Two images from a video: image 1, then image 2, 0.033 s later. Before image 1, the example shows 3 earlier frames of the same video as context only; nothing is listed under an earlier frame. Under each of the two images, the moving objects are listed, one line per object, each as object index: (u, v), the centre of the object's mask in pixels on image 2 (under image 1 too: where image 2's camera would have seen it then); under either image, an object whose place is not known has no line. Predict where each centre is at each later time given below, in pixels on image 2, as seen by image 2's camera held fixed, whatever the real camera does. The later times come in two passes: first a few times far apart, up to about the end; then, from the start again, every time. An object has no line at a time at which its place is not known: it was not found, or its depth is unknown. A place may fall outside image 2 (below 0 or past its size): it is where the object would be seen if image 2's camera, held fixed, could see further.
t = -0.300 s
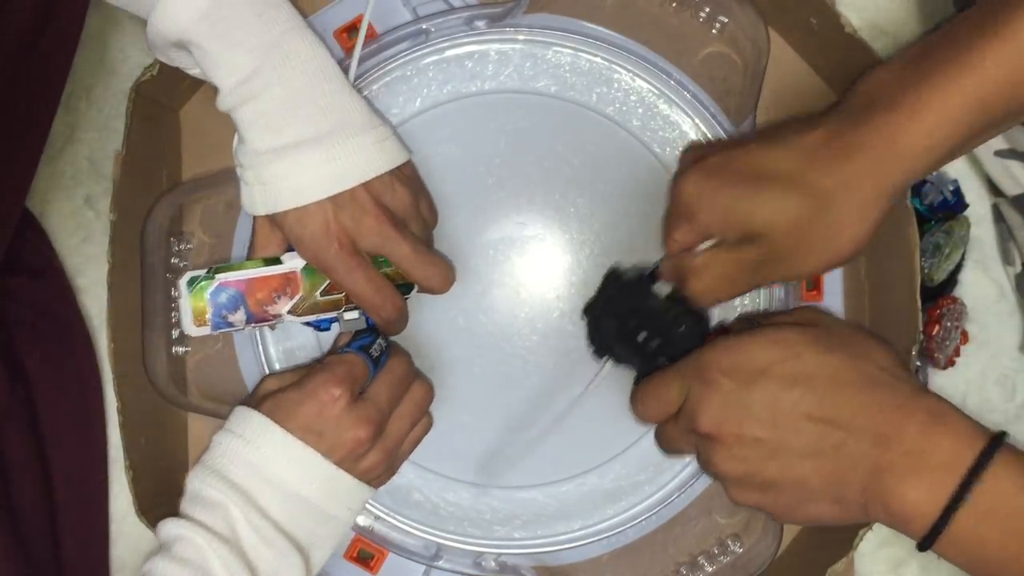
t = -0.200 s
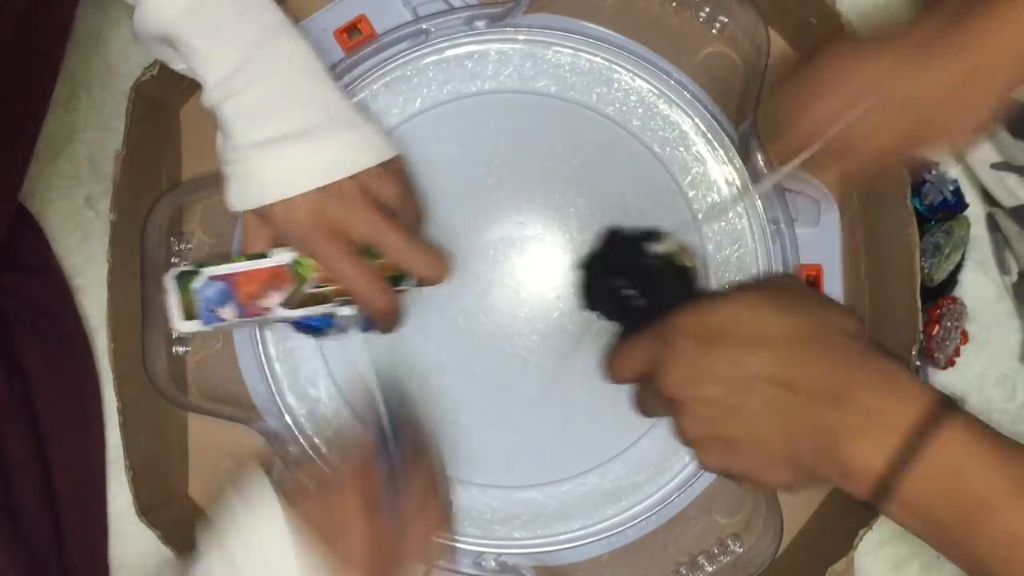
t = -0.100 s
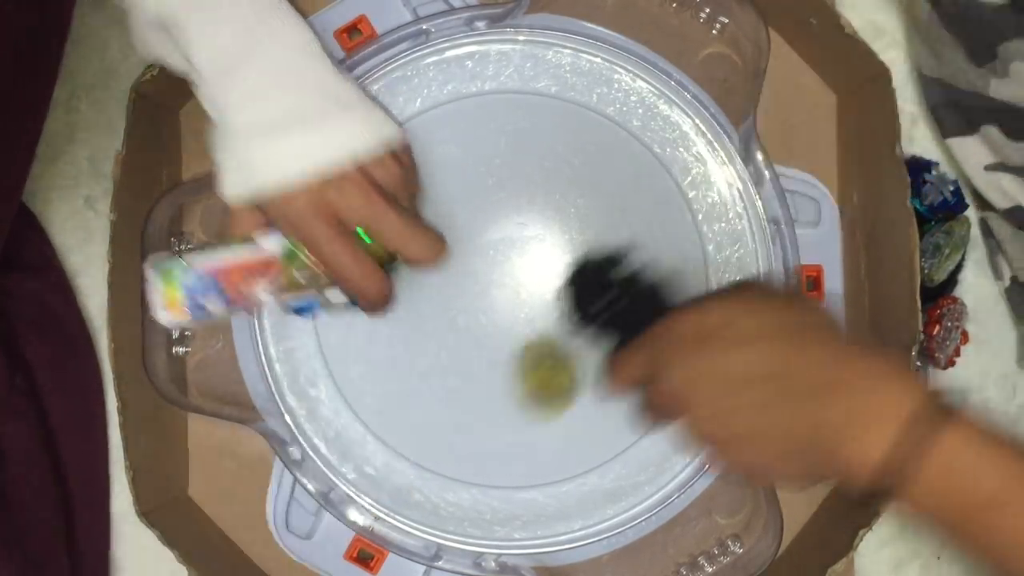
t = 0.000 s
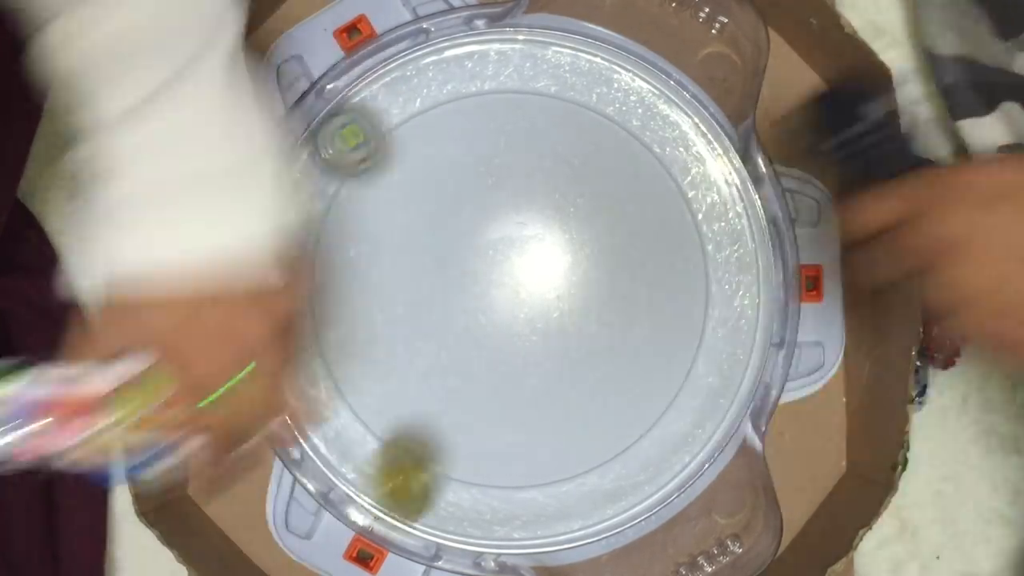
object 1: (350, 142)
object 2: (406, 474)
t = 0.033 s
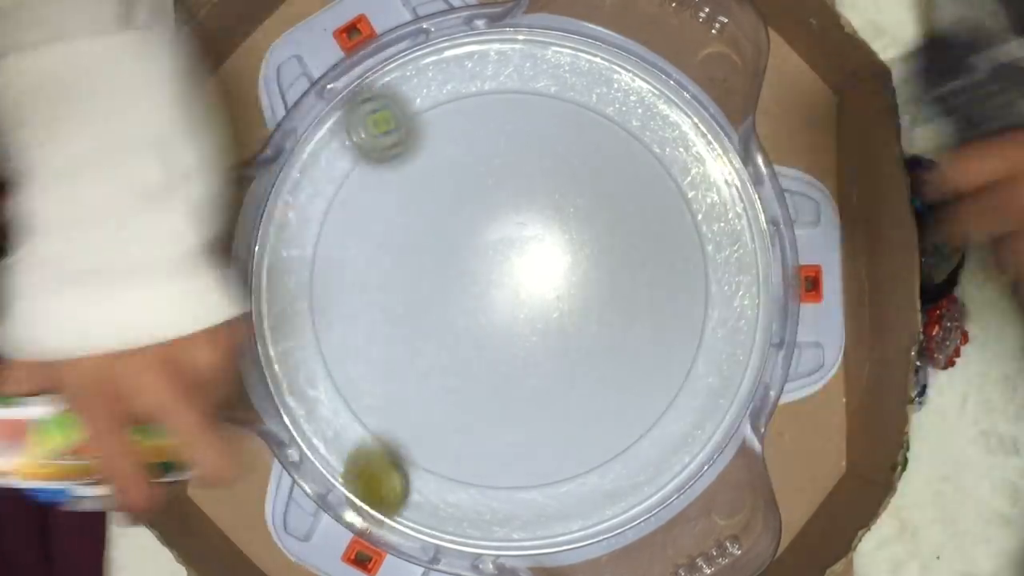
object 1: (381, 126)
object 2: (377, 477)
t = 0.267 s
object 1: (614, 199)
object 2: (452, 265)
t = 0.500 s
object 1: (650, 358)
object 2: (628, 158)
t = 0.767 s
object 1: (444, 312)
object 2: (581, 362)
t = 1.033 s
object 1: (323, 172)
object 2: (443, 489)
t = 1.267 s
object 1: (368, 163)
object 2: (421, 417)
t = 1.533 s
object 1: (487, 186)
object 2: (576, 325)
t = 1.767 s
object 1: (546, 162)
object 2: (647, 381)
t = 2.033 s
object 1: (547, 276)
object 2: (524, 371)
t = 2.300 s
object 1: (563, 313)
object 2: (357, 354)
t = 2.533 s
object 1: (564, 283)
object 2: (385, 312)
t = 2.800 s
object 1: (638, 222)
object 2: (472, 299)
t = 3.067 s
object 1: (620, 233)
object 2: (461, 320)
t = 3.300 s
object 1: (543, 311)
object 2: (415, 321)
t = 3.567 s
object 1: (583, 363)
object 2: (315, 328)
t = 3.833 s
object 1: (568, 341)
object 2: (360, 299)
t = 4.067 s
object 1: (524, 336)
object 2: (498, 237)
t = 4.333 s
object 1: (510, 444)
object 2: (592, 136)
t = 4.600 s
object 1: (547, 437)
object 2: (488, 269)
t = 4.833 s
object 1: (518, 365)
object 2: (428, 345)
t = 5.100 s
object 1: (522, 295)
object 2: (422, 268)
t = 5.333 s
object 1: (605, 327)
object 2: (405, 187)
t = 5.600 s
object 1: (623, 242)
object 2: (492, 214)
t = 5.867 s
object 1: (642, 264)
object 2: (482, 290)
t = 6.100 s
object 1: (650, 289)
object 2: (555, 348)
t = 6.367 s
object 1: (613, 304)
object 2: (570, 374)
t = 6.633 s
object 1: (540, 379)
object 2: (429, 366)
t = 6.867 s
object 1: (512, 428)
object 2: (417, 309)
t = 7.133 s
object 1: (501, 373)
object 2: (515, 271)
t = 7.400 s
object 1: (430, 278)
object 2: (536, 270)
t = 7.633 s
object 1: (393, 259)
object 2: (488, 260)
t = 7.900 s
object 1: (419, 279)
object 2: (493, 235)
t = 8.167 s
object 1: (516, 294)
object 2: (547, 214)
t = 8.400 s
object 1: (564, 287)
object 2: (586, 210)
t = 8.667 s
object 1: (537, 366)
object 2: (611, 224)
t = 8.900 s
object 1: (552, 381)
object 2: (574, 289)
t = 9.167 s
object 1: (455, 452)
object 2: (574, 205)
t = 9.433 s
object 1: (426, 400)
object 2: (503, 237)
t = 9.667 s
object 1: (404, 293)
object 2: (495, 274)
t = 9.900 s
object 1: (398, 202)
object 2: (602, 310)
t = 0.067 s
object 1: (412, 114)
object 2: (374, 454)
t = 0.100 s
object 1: (443, 115)
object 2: (379, 423)
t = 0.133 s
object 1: (480, 123)
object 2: (386, 391)
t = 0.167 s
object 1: (516, 136)
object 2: (396, 359)
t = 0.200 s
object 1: (550, 154)
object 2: (411, 327)
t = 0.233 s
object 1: (586, 175)
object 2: (429, 296)
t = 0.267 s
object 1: (614, 199)
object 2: (452, 265)
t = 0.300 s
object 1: (638, 225)
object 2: (479, 236)
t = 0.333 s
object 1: (657, 252)
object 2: (505, 211)
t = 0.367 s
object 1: (668, 279)
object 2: (533, 191)
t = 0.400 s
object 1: (673, 304)
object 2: (561, 174)
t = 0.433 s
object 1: (672, 326)
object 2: (586, 164)
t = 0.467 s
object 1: (664, 345)
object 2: (608, 157)
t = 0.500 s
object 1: (650, 358)
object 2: (628, 158)
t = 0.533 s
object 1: (632, 367)
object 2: (640, 167)
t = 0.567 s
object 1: (608, 372)
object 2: (640, 184)
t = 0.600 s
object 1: (583, 372)
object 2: (638, 208)
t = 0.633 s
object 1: (557, 368)
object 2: (632, 234)
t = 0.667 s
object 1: (528, 359)
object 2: (624, 264)
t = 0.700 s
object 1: (498, 347)
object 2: (612, 296)
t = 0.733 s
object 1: (470, 332)
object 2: (598, 328)
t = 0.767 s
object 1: (444, 312)
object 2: (581, 362)
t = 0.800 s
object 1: (420, 293)
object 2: (564, 391)
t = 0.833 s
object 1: (398, 270)
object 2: (544, 419)
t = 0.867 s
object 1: (376, 249)
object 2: (525, 444)
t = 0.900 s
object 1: (356, 226)
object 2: (506, 463)
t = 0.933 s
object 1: (338, 207)
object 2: (487, 477)
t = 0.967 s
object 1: (330, 194)
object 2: (471, 486)
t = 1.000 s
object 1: (324, 181)
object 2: (456, 489)
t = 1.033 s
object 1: (323, 172)
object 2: (443, 489)
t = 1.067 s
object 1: (323, 165)
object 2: (433, 486)
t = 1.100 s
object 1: (324, 160)
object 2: (423, 481)
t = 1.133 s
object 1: (331, 157)
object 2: (417, 473)
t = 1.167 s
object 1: (338, 156)
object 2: (413, 463)
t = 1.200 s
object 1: (347, 156)
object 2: (413, 450)
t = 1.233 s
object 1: (356, 158)
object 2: (415, 434)
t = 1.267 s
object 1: (368, 163)
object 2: (421, 417)
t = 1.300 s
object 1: (384, 174)
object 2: (430, 396)
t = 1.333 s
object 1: (400, 185)
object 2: (441, 375)
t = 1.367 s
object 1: (418, 198)
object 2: (456, 349)
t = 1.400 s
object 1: (438, 213)
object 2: (471, 327)
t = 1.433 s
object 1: (457, 227)
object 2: (489, 305)
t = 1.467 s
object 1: (468, 214)
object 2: (519, 310)
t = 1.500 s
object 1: (478, 199)
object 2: (547, 317)
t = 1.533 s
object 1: (487, 186)
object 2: (576, 325)
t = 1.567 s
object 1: (497, 174)
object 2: (600, 333)
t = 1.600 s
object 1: (507, 165)
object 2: (618, 342)
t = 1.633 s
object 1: (517, 159)
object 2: (633, 351)
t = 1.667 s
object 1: (526, 155)
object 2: (644, 360)
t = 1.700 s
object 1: (534, 155)
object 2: (650, 368)
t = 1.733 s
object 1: (540, 157)
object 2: (650, 375)
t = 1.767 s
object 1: (546, 162)
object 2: (647, 381)
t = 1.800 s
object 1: (549, 171)
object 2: (640, 386)
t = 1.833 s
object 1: (552, 181)
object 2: (630, 389)
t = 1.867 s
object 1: (553, 193)
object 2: (616, 389)
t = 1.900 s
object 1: (553, 208)
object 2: (601, 388)
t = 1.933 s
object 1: (552, 223)
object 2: (583, 386)
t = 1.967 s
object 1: (550, 240)
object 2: (564, 382)
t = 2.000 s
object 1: (549, 258)
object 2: (545, 377)
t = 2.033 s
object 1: (547, 276)
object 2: (524, 371)
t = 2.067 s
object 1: (543, 293)
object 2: (502, 365)
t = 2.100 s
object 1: (546, 302)
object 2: (478, 365)
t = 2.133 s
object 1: (550, 306)
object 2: (450, 366)
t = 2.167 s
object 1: (554, 309)
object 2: (425, 365)
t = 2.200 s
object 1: (557, 312)
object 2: (404, 364)
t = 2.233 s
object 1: (560, 313)
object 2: (384, 362)
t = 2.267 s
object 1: (562, 313)
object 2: (369, 358)
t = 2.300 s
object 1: (563, 313)
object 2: (357, 354)
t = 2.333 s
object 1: (565, 312)
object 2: (349, 348)
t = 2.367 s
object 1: (566, 308)
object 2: (345, 343)
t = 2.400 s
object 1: (566, 306)
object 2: (345, 337)
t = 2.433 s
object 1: (567, 300)
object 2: (349, 331)
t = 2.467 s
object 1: (567, 294)
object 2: (358, 324)
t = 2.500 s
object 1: (565, 290)
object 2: (370, 319)
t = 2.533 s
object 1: (564, 283)
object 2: (385, 312)
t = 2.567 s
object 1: (561, 277)
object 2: (403, 307)
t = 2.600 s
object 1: (559, 271)
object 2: (422, 301)
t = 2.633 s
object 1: (557, 266)
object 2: (444, 296)
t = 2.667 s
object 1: (556, 260)
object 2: (469, 292)
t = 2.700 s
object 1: (564, 251)
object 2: (481, 290)
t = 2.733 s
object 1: (590, 241)
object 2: (478, 293)
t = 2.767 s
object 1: (614, 232)
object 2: (475, 296)
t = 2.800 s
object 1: (638, 222)
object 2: (472, 299)
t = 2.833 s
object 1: (658, 214)
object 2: (469, 303)
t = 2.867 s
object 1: (675, 206)
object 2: (466, 306)
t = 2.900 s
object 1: (676, 205)
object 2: (463, 309)
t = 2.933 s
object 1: (671, 207)
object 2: (462, 312)
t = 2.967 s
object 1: (662, 210)
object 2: (461, 315)
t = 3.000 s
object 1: (652, 216)
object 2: (461, 317)
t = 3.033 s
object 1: (637, 224)
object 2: (461, 319)
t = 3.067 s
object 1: (620, 233)
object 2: (461, 320)
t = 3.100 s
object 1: (604, 242)
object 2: (462, 320)
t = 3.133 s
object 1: (587, 253)
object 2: (463, 320)
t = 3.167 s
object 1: (570, 264)
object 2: (463, 319)
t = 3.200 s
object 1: (550, 278)
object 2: (462, 317)
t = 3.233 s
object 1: (534, 292)
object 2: (458, 316)
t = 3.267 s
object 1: (538, 302)
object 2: (437, 318)
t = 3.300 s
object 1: (543, 311)
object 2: (415, 321)
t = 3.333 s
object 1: (549, 320)
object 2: (394, 323)
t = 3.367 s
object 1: (554, 329)
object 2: (374, 324)
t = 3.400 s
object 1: (560, 337)
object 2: (356, 325)
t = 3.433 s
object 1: (567, 345)
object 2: (339, 327)
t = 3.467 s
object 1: (572, 351)
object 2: (326, 328)
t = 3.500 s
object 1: (576, 357)
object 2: (319, 329)
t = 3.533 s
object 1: (580, 361)
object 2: (316, 329)
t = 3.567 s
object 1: (583, 363)
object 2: (315, 328)
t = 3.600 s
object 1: (585, 364)
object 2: (314, 328)
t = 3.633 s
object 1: (585, 363)
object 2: (314, 326)
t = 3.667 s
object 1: (585, 361)
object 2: (315, 323)
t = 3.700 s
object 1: (584, 358)
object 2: (317, 319)
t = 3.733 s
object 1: (581, 355)
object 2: (322, 315)
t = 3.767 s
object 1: (578, 350)
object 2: (332, 310)
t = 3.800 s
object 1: (573, 345)
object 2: (345, 305)
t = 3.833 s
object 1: (568, 341)
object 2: (360, 299)
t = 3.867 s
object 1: (562, 336)
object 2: (378, 293)
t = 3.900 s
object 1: (556, 331)
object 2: (395, 287)
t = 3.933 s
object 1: (550, 328)
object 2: (414, 280)
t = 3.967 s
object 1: (542, 326)
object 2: (435, 273)
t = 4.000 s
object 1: (535, 324)
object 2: (457, 265)
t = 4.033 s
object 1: (527, 323)
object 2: (480, 258)
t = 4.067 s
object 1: (524, 336)
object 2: (498, 237)
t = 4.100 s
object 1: (521, 352)
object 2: (516, 215)
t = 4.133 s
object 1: (516, 369)
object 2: (534, 196)
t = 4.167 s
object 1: (513, 384)
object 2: (550, 178)
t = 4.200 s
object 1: (510, 399)
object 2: (566, 162)
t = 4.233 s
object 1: (508, 413)
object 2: (578, 150)
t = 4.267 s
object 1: (507, 425)
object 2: (587, 141)
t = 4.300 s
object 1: (508, 436)
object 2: (593, 135)
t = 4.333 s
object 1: (510, 444)
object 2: (592, 136)
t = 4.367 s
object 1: (514, 449)
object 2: (587, 143)
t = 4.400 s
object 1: (519, 453)
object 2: (577, 154)
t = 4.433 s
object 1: (523, 454)
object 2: (566, 167)
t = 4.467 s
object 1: (528, 453)
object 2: (553, 184)
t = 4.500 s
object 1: (534, 452)
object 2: (538, 204)
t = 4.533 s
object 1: (539, 448)
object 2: (521, 224)
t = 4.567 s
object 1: (544, 443)
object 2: (505, 247)
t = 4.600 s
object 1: (547, 437)
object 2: (488, 269)
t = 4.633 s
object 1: (549, 429)
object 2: (473, 288)
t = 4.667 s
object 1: (549, 419)
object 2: (461, 307)
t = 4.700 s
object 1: (544, 408)
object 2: (451, 322)
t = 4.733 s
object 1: (537, 396)
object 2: (444, 335)
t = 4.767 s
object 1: (527, 383)
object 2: (440, 344)
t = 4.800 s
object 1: (517, 371)
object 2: (440, 349)
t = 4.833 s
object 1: (518, 365)
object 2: (428, 345)
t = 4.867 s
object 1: (531, 361)
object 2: (412, 333)
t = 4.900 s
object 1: (541, 356)
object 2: (402, 321)
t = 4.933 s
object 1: (547, 349)
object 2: (397, 309)
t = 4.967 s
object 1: (549, 339)
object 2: (397, 299)
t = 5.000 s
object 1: (547, 328)
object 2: (399, 290)
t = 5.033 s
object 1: (541, 316)
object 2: (405, 281)
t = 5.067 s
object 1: (533, 305)
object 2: (413, 274)
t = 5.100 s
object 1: (522, 295)
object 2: (422, 268)
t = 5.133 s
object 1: (509, 284)
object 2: (432, 263)
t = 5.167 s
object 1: (518, 292)
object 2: (427, 249)
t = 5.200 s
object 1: (539, 304)
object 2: (414, 230)
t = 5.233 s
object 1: (555, 315)
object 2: (405, 214)
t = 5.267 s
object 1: (574, 323)
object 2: (401, 201)
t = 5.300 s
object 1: (591, 327)
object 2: (402, 193)
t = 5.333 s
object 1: (605, 327)
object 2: (405, 187)
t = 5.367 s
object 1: (615, 325)
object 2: (412, 183)
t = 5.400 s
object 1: (626, 318)
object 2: (420, 182)
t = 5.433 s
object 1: (636, 309)
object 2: (430, 182)
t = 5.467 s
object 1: (640, 299)
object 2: (440, 185)
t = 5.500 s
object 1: (644, 284)
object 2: (452, 189)
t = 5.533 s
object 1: (641, 269)
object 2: (464, 196)
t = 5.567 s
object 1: (635, 256)
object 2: (479, 205)
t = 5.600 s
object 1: (623, 242)
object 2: (492, 214)
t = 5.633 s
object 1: (607, 233)
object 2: (506, 225)
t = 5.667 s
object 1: (594, 229)
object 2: (516, 235)
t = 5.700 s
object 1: (604, 234)
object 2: (505, 243)
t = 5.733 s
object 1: (614, 239)
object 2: (494, 251)
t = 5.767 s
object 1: (623, 246)
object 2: (487, 260)
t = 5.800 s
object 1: (631, 252)
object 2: (483, 269)
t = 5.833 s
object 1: (636, 259)
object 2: (482, 279)
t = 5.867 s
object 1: (642, 264)
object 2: (482, 290)
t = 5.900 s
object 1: (646, 268)
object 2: (487, 301)
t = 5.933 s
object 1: (648, 273)
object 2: (494, 310)
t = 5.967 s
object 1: (650, 277)
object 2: (503, 320)
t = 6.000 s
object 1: (650, 281)
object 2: (514, 329)
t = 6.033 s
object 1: (650, 283)
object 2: (526, 337)
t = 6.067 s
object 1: (650, 286)
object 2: (541, 343)
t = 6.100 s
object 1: (650, 289)
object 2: (555, 348)
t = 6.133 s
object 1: (649, 293)
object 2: (570, 351)
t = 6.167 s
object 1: (647, 296)
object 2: (584, 352)
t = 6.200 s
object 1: (646, 296)
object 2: (591, 356)
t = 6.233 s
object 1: (645, 296)
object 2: (594, 359)
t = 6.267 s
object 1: (639, 297)
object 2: (594, 361)
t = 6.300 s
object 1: (633, 298)
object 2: (589, 366)
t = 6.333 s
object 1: (624, 300)
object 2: (580, 371)
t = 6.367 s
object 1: (613, 304)
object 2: (570, 374)
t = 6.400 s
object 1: (601, 311)
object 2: (559, 376)
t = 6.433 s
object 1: (593, 318)
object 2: (539, 377)
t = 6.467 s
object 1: (585, 326)
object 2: (517, 379)
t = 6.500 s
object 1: (576, 335)
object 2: (496, 379)
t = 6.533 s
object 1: (566, 346)
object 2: (476, 377)
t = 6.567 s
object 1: (557, 356)
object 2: (458, 375)
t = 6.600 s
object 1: (548, 368)
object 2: (442, 371)
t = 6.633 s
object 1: (540, 379)
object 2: (429, 366)
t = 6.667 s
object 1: (532, 388)
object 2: (418, 359)
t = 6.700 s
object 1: (526, 399)
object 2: (411, 352)
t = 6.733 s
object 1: (521, 407)
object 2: (406, 343)
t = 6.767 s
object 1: (518, 413)
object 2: (405, 335)
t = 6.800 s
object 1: (514, 420)
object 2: (406, 326)
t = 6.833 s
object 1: (513, 424)
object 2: (411, 317)
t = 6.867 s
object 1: (512, 428)
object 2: (417, 309)
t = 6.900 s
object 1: (513, 430)
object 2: (426, 300)
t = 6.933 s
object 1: (513, 430)
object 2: (436, 294)
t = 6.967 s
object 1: (514, 428)
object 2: (449, 288)
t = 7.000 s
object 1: (515, 421)
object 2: (462, 282)
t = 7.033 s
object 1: (514, 411)
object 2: (476, 278)
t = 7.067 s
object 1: (511, 400)
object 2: (489, 275)
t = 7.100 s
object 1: (507, 386)
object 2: (502, 272)
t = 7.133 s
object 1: (501, 373)
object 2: (515, 271)
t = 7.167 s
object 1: (493, 359)
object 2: (526, 270)
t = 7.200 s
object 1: (483, 344)
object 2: (535, 269)
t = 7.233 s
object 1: (474, 331)
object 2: (543, 270)
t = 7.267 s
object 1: (464, 318)
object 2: (547, 270)
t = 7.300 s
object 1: (455, 306)
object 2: (549, 270)
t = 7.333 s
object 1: (446, 296)
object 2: (548, 270)
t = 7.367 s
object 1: (438, 286)
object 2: (543, 271)
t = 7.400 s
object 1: (430, 278)
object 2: (536, 270)
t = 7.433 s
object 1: (423, 273)
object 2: (528, 270)
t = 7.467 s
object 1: (417, 268)
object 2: (520, 269)
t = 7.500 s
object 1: (410, 265)
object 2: (513, 268)
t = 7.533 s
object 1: (406, 262)
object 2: (504, 266)
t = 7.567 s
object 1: (401, 260)
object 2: (499, 264)
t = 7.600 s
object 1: (396, 259)
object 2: (492, 262)
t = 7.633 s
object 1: (393, 259)
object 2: (488, 260)
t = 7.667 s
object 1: (390, 259)
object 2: (484, 258)
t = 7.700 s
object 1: (387, 260)
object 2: (481, 255)
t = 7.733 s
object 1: (388, 261)
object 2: (479, 252)
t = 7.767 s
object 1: (392, 264)
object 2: (478, 249)
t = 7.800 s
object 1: (398, 267)
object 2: (478, 245)
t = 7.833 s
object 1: (405, 271)
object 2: (481, 242)
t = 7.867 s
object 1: (410, 275)
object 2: (487, 238)
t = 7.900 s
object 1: (419, 279)
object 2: (493, 235)
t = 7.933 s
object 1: (430, 282)
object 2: (498, 233)
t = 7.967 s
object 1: (443, 284)
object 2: (503, 232)
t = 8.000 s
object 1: (455, 287)
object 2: (510, 229)
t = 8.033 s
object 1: (466, 290)
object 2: (519, 225)
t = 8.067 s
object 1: (479, 291)
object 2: (526, 223)
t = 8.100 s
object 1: (494, 290)
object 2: (532, 222)
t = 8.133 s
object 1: (505, 293)
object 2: (540, 217)
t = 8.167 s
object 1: (516, 294)
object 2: (547, 214)
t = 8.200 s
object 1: (529, 293)
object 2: (553, 212)
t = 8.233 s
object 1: (538, 291)
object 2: (559, 211)
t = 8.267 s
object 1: (547, 287)
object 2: (565, 211)
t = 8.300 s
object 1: (552, 289)
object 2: (571, 208)
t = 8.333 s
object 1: (558, 290)
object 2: (577, 207)
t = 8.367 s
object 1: (562, 289)
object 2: (582, 208)
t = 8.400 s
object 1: (564, 287)
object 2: (586, 210)
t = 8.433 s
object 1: (565, 289)
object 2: (591, 212)
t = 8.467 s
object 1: (558, 301)
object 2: (599, 205)
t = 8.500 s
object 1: (550, 314)
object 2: (604, 203)
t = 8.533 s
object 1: (545, 325)
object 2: (608, 204)
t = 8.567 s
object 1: (541, 337)
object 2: (610, 207)
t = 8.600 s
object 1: (539, 348)
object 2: (611, 211)
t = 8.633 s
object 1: (537, 358)
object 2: (612, 217)
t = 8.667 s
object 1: (537, 366)
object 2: (611, 224)
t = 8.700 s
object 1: (538, 373)
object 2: (608, 231)
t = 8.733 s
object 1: (541, 380)
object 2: (604, 241)
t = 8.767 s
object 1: (543, 385)
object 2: (600, 250)
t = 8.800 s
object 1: (546, 387)
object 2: (595, 260)
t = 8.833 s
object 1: (549, 387)
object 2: (589, 271)
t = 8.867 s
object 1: (551, 385)
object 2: (582, 279)
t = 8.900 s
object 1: (552, 381)
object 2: (574, 289)
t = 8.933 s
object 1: (551, 375)
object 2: (566, 297)
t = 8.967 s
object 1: (532, 395)
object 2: (574, 279)
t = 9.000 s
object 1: (513, 413)
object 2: (580, 256)
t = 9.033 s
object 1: (496, 427)
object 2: (586, 237)
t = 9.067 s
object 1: (482, 438)
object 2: (587, 223)
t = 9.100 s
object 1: (471, 445)
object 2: (586, 212)
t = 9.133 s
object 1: (462, 450)
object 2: (581, 207)
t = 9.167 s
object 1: (455, 452)
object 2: (574, 205)
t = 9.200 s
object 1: (449, 452)
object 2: (565, 205)
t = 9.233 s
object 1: (444, 450)
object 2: (555, 207)
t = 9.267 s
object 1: (439, 446)
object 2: (545, 210)
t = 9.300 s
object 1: (436, 440)
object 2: (536, 215)
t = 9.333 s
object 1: (434, 432)
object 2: (527, 220)
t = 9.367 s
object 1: (431, 423)
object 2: (518, 226)
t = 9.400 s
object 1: (428, 412)
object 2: (510, 231)
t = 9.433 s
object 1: (426, 400)
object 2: (503, 237)
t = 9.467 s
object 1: (424, 387)
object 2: (497, 243)
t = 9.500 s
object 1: (422, 373)
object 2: (491, 250)
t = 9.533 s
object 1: (421, 358)
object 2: (486, 255)
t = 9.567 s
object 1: (420, 344)
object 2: (482, 260)
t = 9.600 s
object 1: (420, 328)
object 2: (478, 264)
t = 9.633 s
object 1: (420, 312)
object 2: (479, 269)
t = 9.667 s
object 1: (404, 293)
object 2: (495, 274)
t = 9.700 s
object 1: (392, 275)
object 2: (519, 283)
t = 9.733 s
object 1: (383, 259)
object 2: (542, 292)
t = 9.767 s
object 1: (379, 244)
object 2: (562, 299)
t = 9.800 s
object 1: (379, 231)
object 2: (577, 304)
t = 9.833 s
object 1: (383, 219)
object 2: (589, 308)
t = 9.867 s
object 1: (390, 210)
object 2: (597, 310)
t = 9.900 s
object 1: (398, 202)
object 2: (602, 310)
